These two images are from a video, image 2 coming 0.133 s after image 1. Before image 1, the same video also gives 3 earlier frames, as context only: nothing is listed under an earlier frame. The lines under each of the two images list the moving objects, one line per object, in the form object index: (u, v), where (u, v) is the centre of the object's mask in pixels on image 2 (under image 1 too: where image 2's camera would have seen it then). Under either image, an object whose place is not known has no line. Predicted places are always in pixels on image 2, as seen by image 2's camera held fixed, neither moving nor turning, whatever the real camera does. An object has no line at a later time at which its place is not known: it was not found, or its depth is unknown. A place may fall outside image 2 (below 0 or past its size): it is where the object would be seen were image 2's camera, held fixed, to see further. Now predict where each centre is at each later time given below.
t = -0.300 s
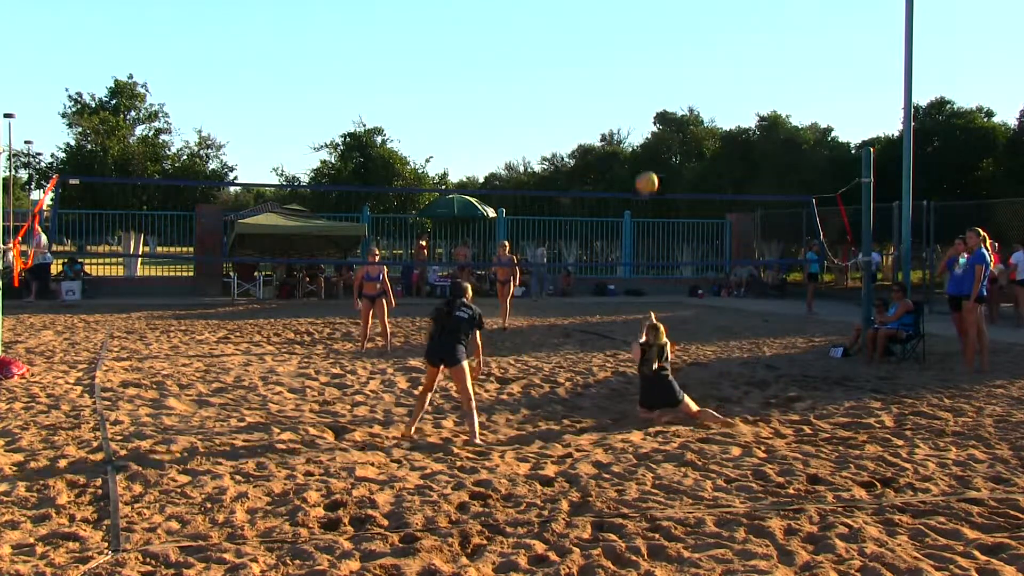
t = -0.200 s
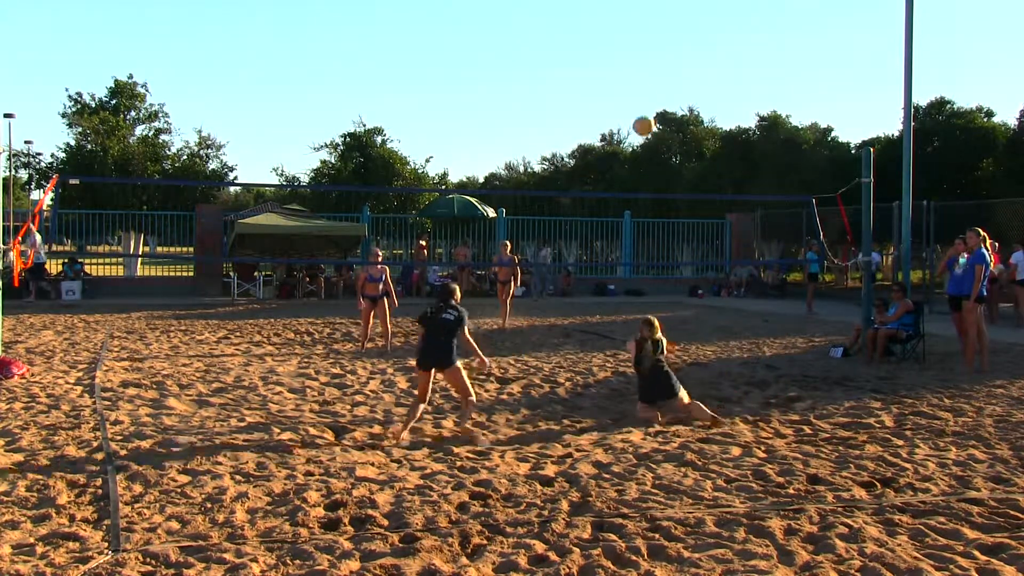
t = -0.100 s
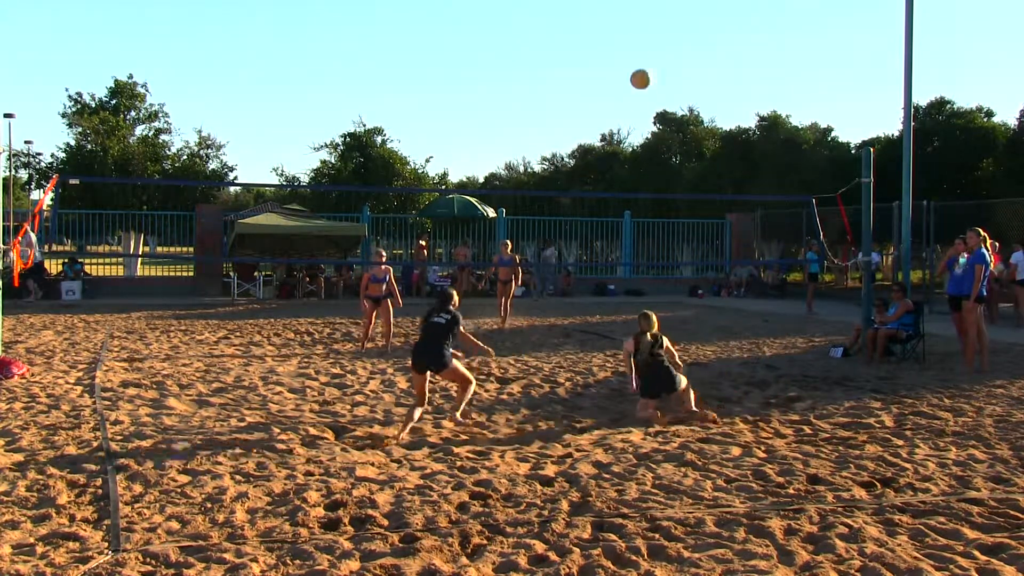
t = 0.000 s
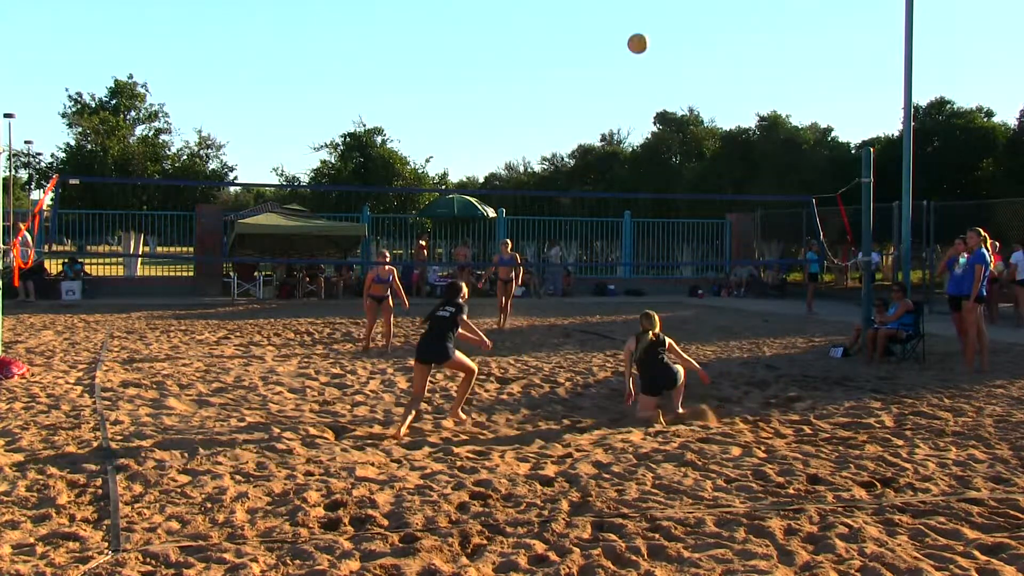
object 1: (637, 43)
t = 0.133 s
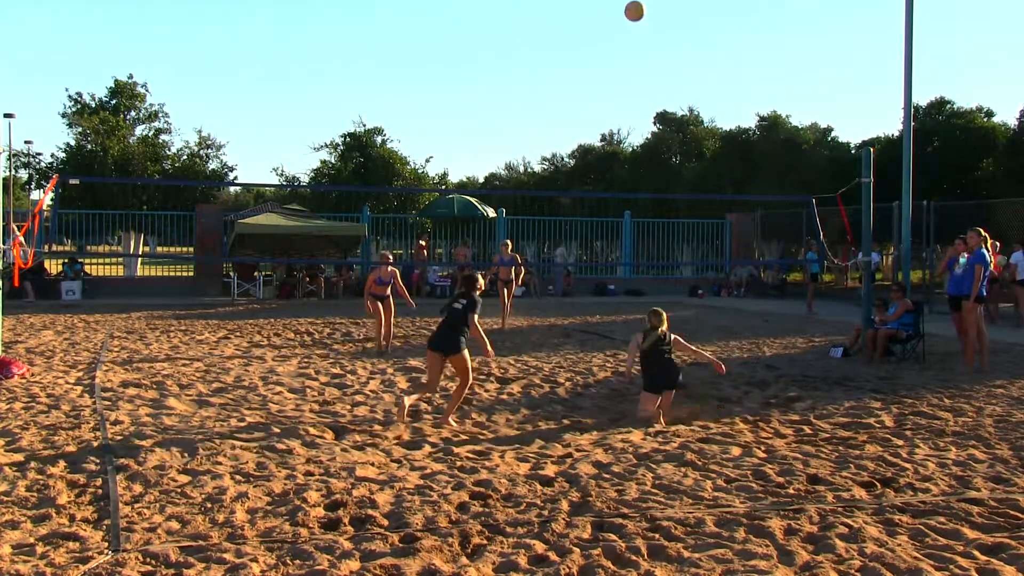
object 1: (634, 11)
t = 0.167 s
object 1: (633, 7)
